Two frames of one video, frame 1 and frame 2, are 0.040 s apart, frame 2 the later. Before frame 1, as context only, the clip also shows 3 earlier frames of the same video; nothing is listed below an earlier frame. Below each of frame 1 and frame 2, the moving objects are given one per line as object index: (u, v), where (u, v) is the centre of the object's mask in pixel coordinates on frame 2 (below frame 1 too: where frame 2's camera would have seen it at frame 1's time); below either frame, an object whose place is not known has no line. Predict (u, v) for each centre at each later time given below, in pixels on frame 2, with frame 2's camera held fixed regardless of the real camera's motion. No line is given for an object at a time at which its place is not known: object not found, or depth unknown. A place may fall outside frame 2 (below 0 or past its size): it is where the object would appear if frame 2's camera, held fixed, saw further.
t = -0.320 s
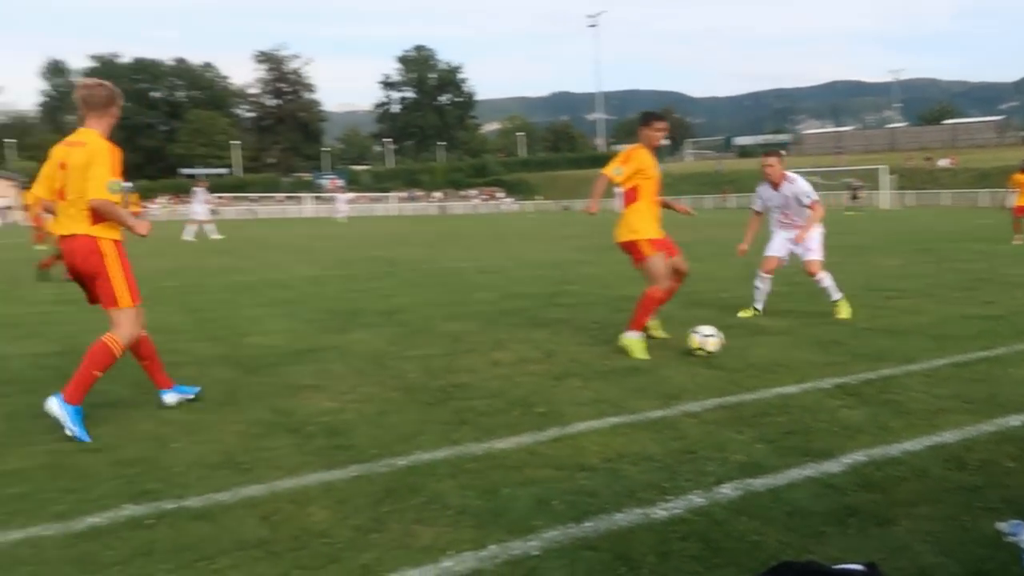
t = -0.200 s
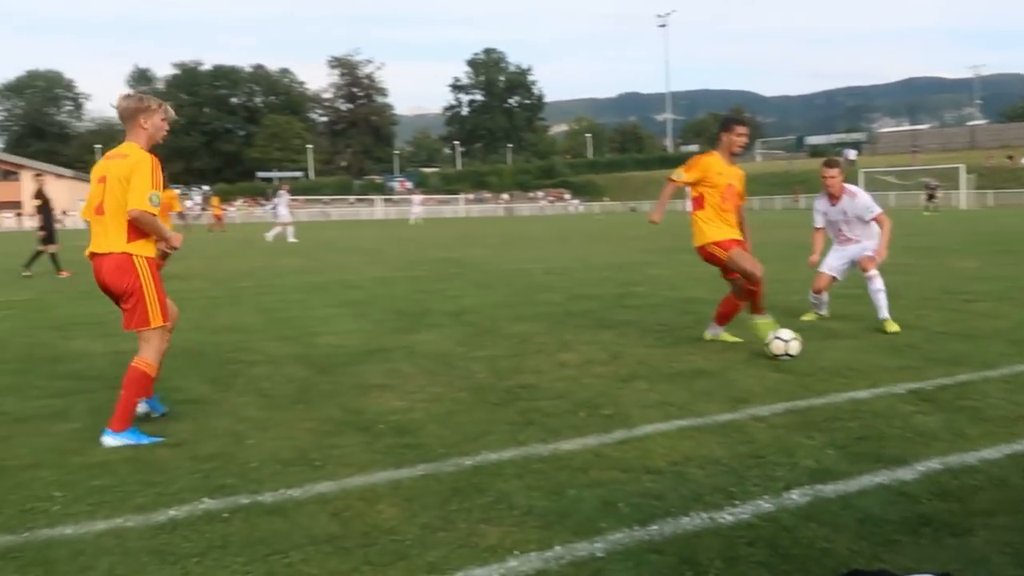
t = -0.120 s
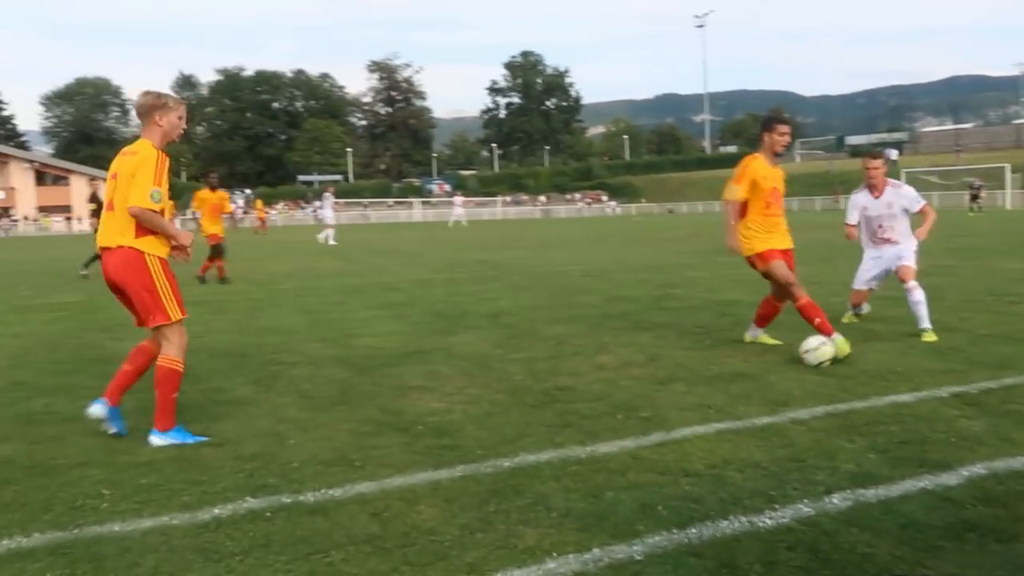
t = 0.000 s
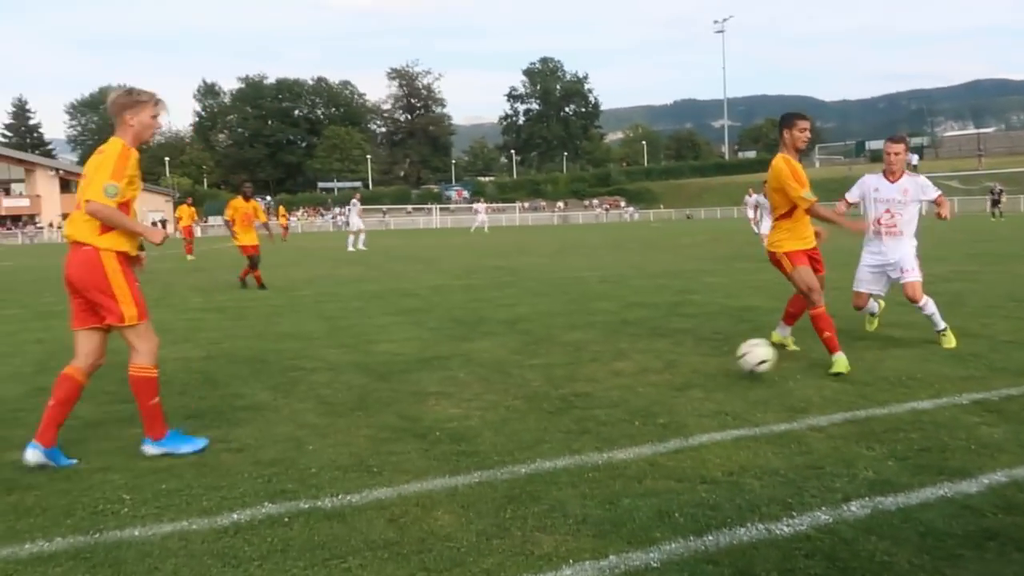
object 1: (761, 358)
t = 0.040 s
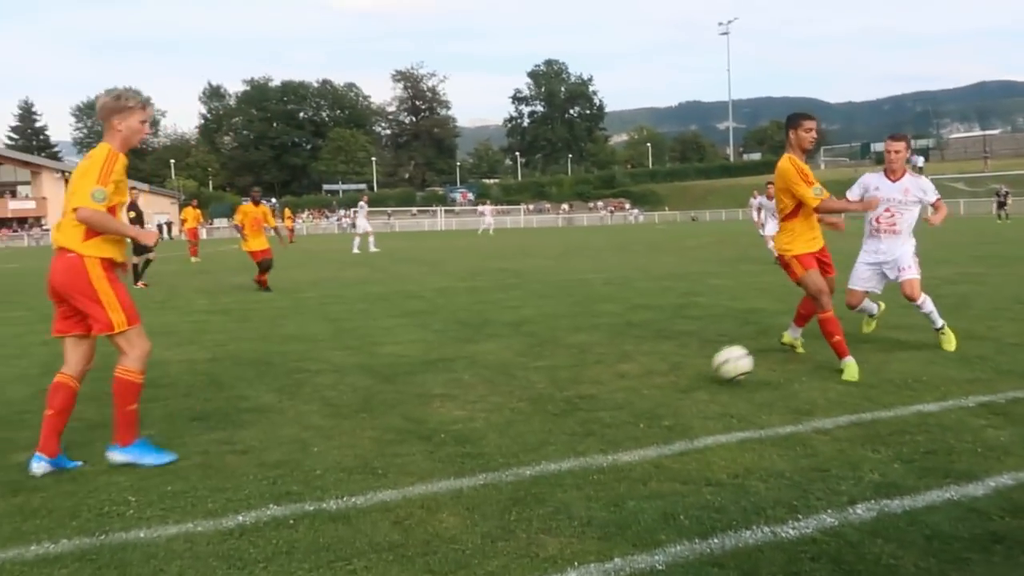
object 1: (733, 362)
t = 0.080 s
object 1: (704, 369)
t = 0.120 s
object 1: (675, 377)
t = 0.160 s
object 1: (652, 377)
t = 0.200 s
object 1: (629, 376)
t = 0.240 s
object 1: (605, 379)
